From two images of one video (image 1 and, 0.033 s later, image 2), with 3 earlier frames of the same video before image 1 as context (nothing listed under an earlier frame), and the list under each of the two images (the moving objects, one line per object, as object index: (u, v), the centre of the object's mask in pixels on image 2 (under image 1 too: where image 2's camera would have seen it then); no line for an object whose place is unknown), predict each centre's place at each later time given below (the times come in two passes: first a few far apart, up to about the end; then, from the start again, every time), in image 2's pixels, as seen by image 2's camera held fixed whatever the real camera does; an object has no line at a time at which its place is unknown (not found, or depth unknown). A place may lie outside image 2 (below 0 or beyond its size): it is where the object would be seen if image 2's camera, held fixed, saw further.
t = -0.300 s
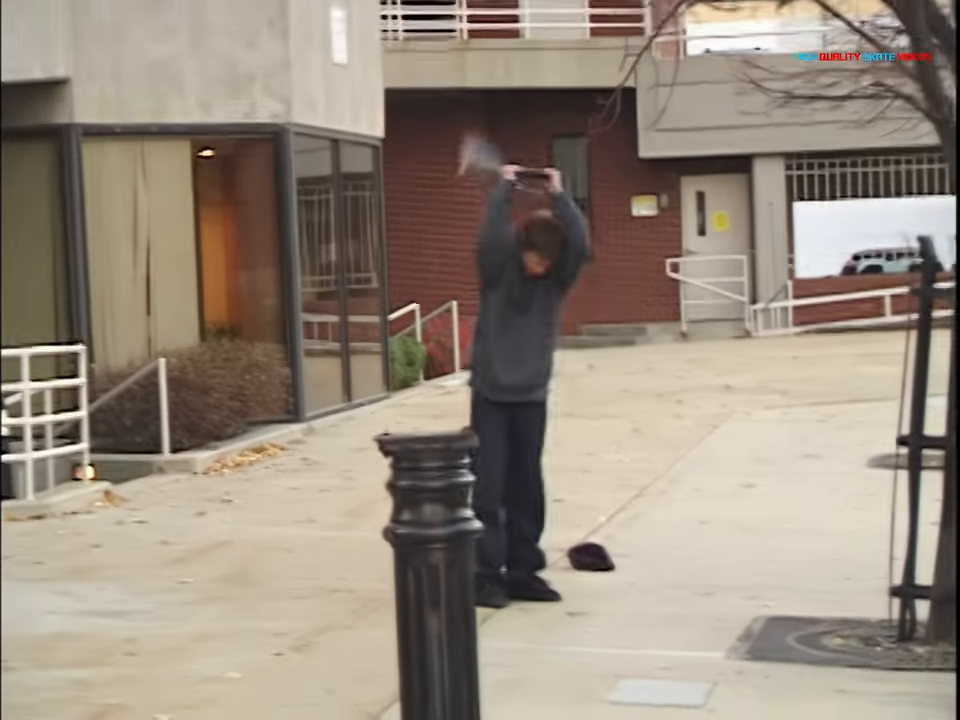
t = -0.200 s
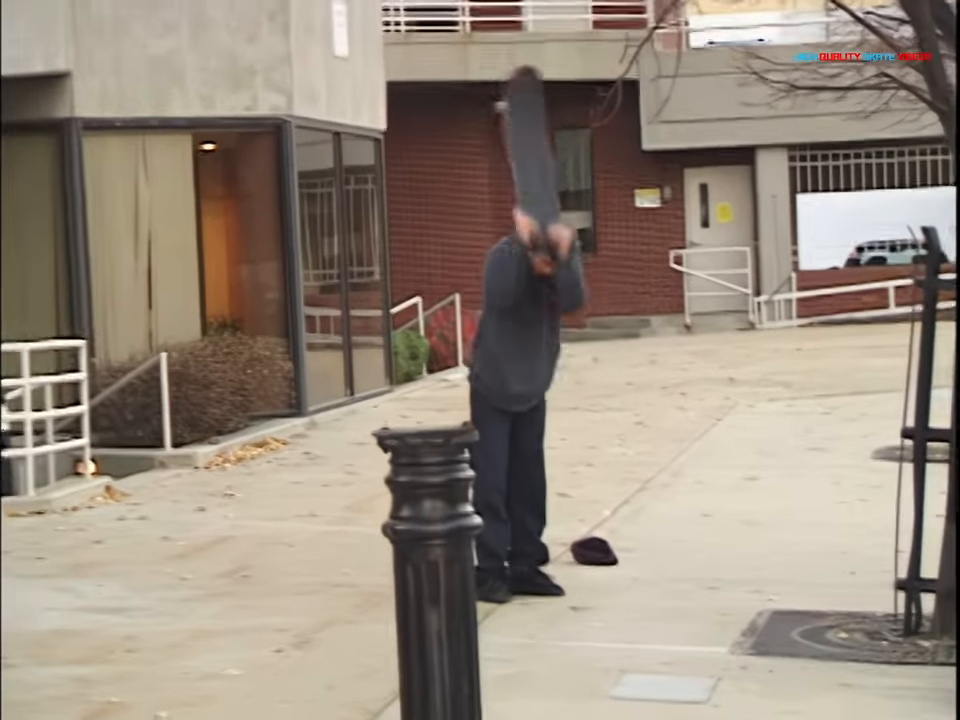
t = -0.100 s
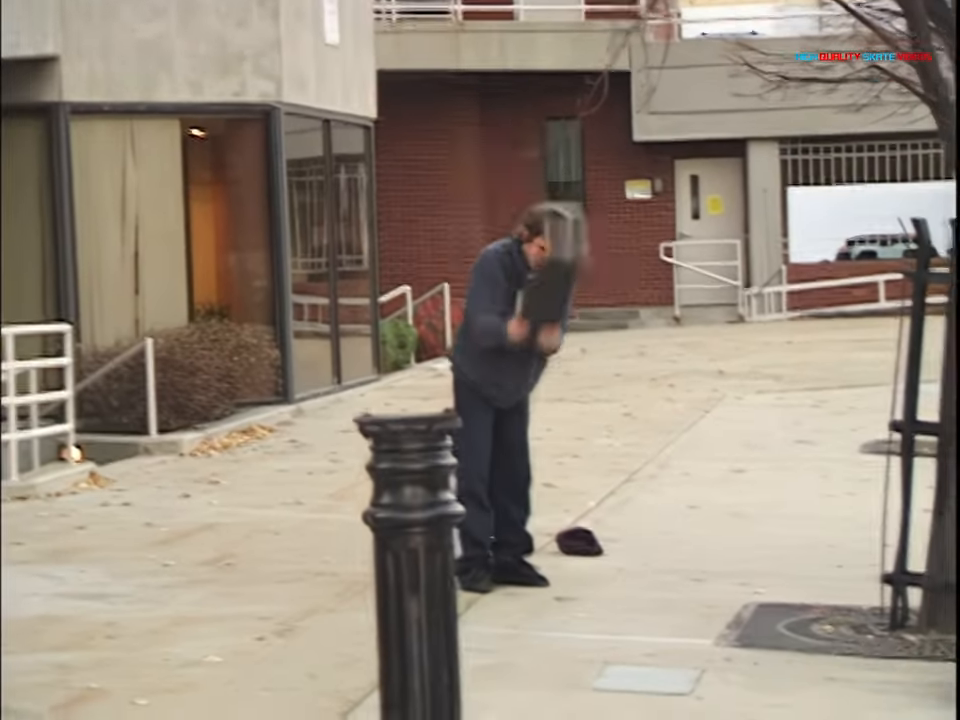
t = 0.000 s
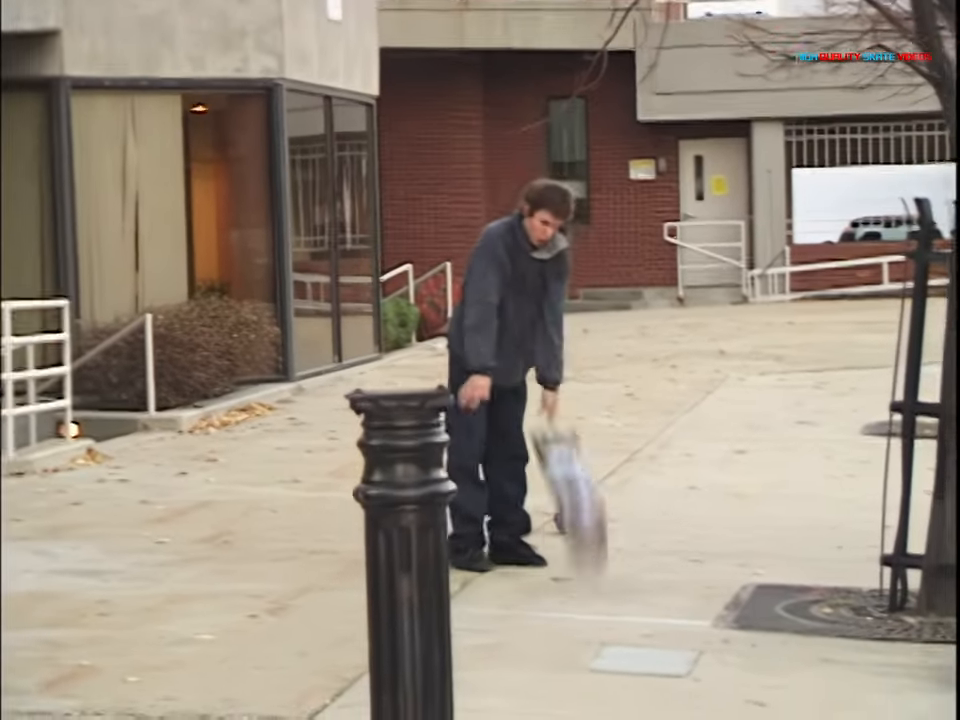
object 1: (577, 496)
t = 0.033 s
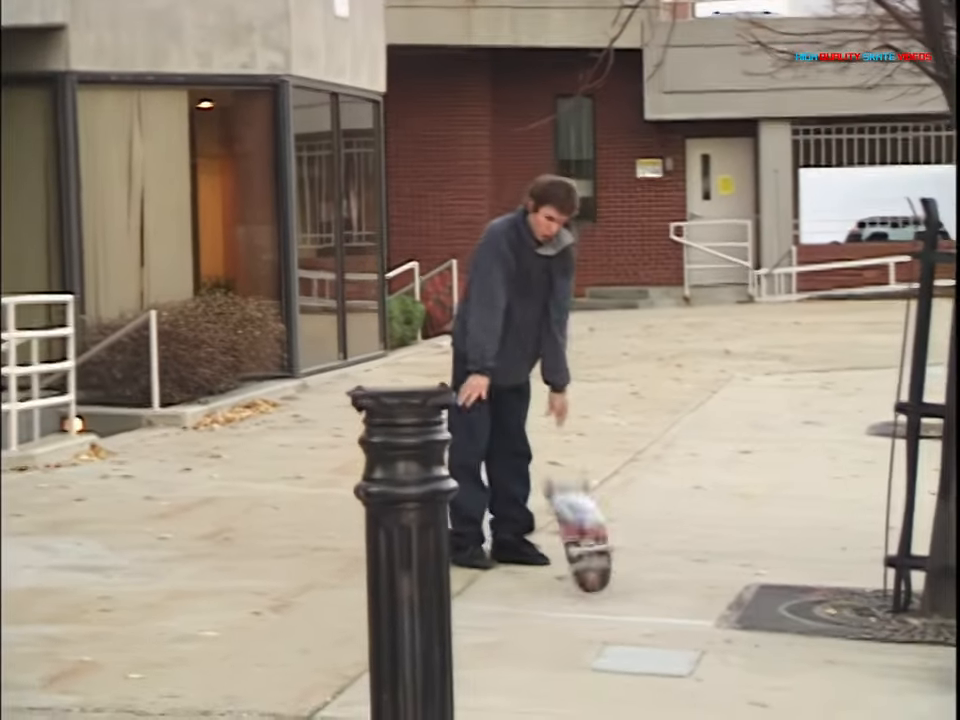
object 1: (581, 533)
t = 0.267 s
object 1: (592, 555)
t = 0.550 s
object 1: (604, 574)
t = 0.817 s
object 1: (606, 576)
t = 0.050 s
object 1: (583, 539)
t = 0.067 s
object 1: (580, 537)
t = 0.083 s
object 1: (579, 539)
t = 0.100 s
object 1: (579, 539)
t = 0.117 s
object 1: (580, 536)
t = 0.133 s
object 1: (581, 538)
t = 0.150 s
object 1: (584, 539)
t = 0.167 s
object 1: (585, 541)
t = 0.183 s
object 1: (587, 541)
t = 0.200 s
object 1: (588, 542)
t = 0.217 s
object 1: (589, 545)
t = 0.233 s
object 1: (590, 547)
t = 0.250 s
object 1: (591, 551)
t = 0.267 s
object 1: (592, 555)
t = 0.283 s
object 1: (594, 558)
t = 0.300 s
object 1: (592, 565)
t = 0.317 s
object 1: (592, 567)
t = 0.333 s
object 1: (590, 568)
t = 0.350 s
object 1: (591, 568)
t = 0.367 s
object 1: (591, 569)
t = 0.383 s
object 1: (592, 570)
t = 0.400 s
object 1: (593, 571)
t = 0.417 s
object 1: (595, 573)
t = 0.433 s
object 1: (598, 575)
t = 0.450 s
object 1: (598, 574)
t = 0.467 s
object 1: (599, 574)
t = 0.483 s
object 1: (600, 574)
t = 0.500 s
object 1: (601, 574)
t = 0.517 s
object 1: (603, 574)
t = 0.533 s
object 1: (604, 574)
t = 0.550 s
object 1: (604, 574)
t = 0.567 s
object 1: (605, 574)
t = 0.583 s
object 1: (606, 574)
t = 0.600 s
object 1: (606, 574)
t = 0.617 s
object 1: (608, 576)
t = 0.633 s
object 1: (608, 577)
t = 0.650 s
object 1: (607, 574)
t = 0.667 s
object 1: (606, 575)
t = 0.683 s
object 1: (606, 576)
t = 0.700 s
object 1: (605, 576)
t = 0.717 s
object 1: (605, 576)
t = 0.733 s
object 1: (606, 575)
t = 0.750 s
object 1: (608, 576)
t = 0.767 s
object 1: (608, 577)
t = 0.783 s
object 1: (607, 576)
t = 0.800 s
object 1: (606, 576)
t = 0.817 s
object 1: (606, 576)
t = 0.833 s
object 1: (605, 576)
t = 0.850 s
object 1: (605, 576)
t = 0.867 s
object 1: (605, 577)
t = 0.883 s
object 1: (604, 577)
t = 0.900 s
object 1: (604, 577)
